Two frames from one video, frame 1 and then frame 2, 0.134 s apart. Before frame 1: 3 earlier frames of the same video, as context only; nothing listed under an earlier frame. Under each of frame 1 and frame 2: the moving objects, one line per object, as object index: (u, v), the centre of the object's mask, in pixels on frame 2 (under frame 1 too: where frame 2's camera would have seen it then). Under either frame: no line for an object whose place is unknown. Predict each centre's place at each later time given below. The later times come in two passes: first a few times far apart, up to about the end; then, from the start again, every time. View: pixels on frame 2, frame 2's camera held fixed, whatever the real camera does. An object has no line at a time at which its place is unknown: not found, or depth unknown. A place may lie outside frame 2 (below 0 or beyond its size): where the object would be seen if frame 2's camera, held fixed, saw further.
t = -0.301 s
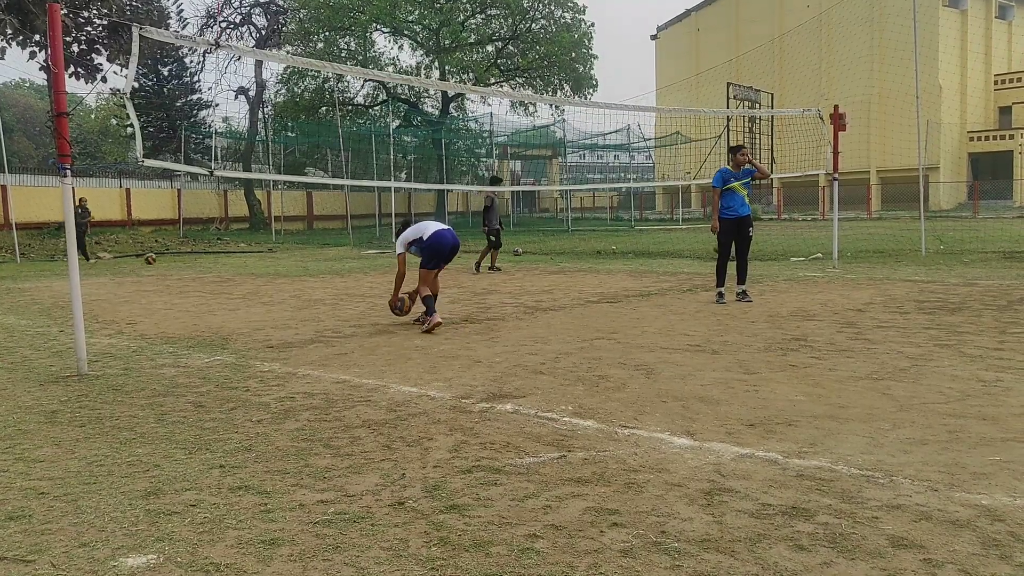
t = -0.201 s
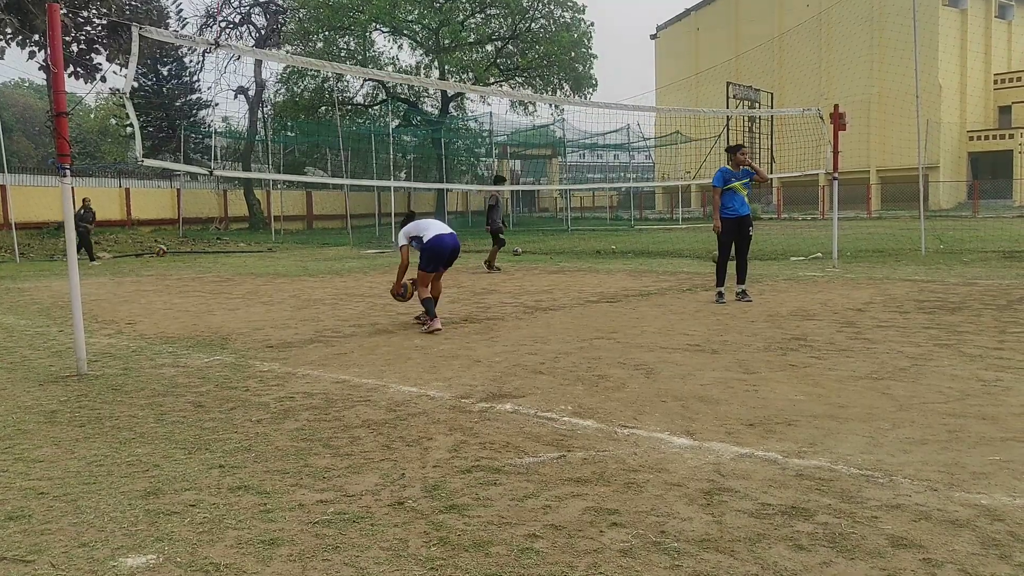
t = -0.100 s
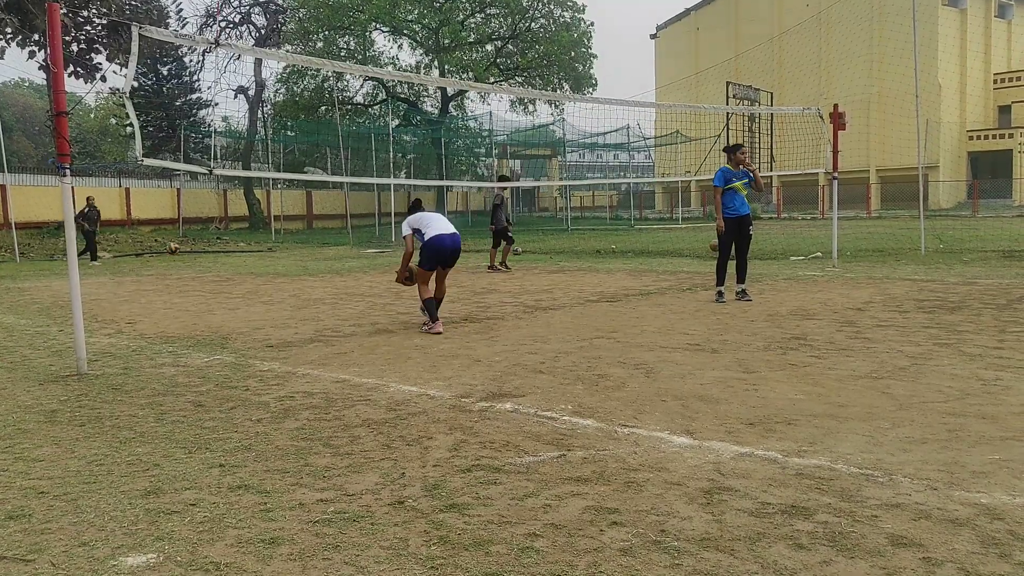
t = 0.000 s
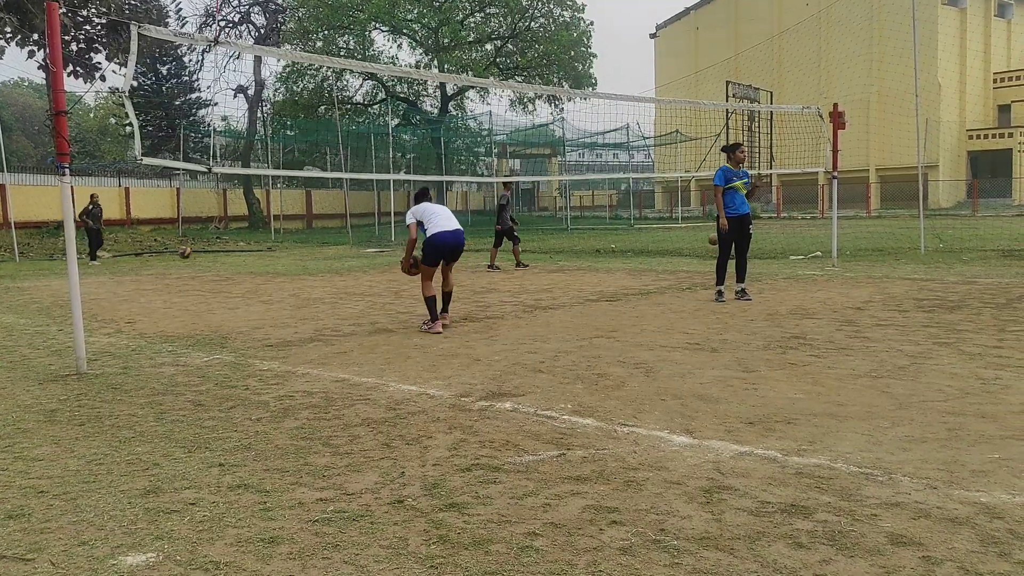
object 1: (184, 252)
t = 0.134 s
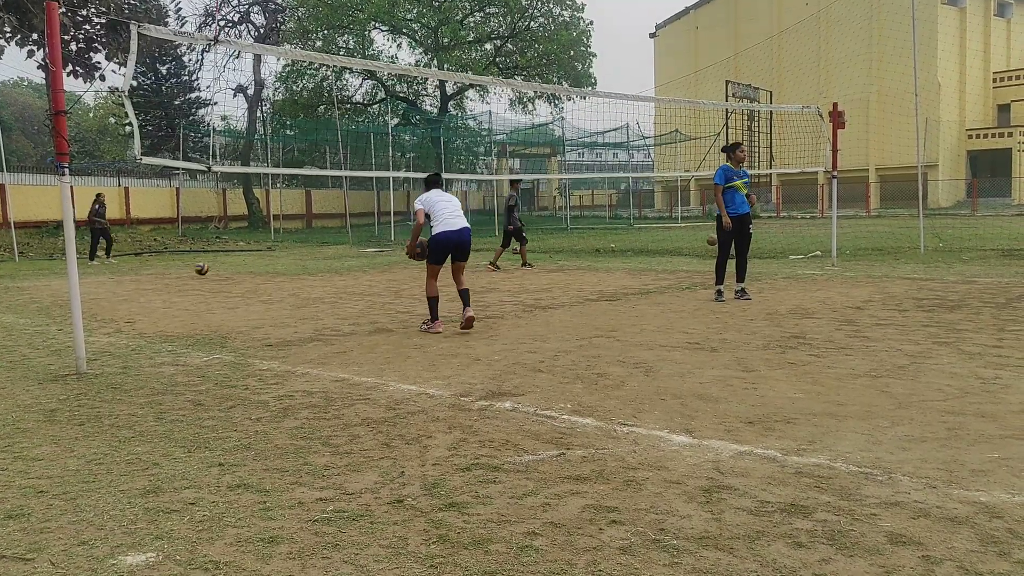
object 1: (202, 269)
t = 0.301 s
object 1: (222, 259)
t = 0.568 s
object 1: (256, 267)
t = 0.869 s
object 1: (299, 265)
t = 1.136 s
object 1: (343, 275)
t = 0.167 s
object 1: (205, 272)
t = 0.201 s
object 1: (210, 268)
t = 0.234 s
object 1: (213, 264)
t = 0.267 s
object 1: (217, 261)
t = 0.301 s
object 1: (222, 259)
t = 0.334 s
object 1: (226, 257)
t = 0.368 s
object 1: (230, 256)
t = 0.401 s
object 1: (234, 256)
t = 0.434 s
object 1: (238, 256)
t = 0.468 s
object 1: (242, 258)
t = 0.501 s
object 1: (247, 260)
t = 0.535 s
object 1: (251, 263)
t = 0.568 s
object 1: (256, 267)
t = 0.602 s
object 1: (260, 272)
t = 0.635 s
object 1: (266, 277)
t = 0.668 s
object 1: (270, 275)
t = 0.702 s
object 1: (274, 272)
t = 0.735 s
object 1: (280, 269)
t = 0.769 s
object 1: (284, 266)
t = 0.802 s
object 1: (289, 265)
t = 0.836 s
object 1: (294, 265)
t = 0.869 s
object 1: (299, 265)
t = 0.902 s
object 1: (305, 266)
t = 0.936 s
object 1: (309, 269)
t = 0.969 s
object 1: (315, 272)
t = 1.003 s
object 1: (321, 275)
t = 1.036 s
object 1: (326, 281)
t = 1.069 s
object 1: (331, 281)
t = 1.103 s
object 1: (337, 277)
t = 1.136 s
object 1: (343, 275)
